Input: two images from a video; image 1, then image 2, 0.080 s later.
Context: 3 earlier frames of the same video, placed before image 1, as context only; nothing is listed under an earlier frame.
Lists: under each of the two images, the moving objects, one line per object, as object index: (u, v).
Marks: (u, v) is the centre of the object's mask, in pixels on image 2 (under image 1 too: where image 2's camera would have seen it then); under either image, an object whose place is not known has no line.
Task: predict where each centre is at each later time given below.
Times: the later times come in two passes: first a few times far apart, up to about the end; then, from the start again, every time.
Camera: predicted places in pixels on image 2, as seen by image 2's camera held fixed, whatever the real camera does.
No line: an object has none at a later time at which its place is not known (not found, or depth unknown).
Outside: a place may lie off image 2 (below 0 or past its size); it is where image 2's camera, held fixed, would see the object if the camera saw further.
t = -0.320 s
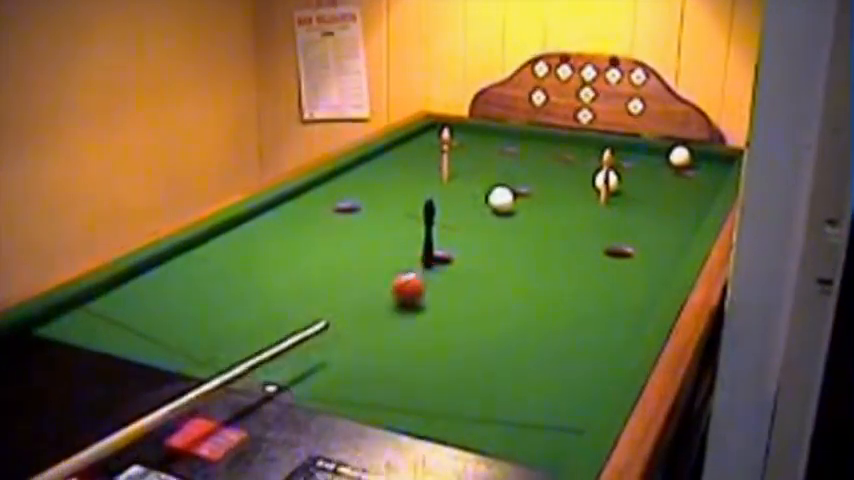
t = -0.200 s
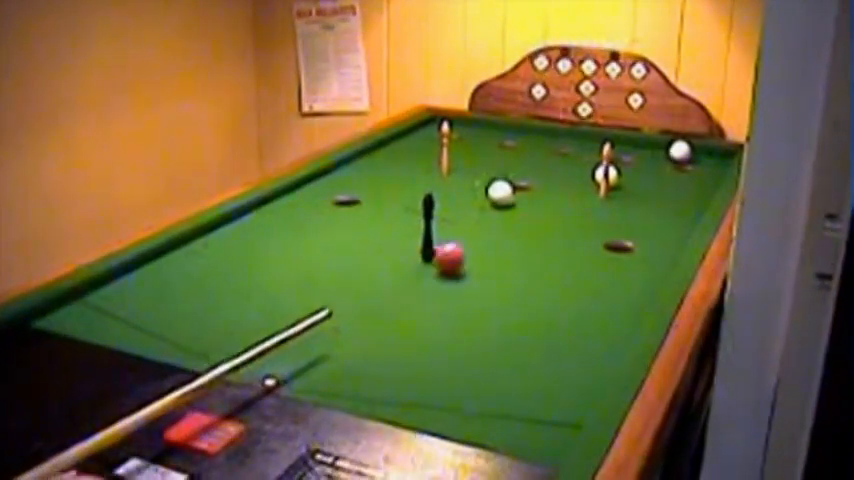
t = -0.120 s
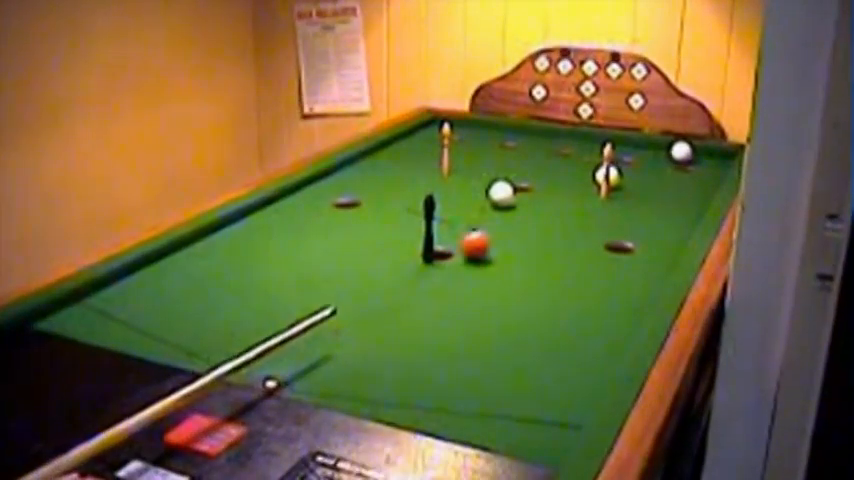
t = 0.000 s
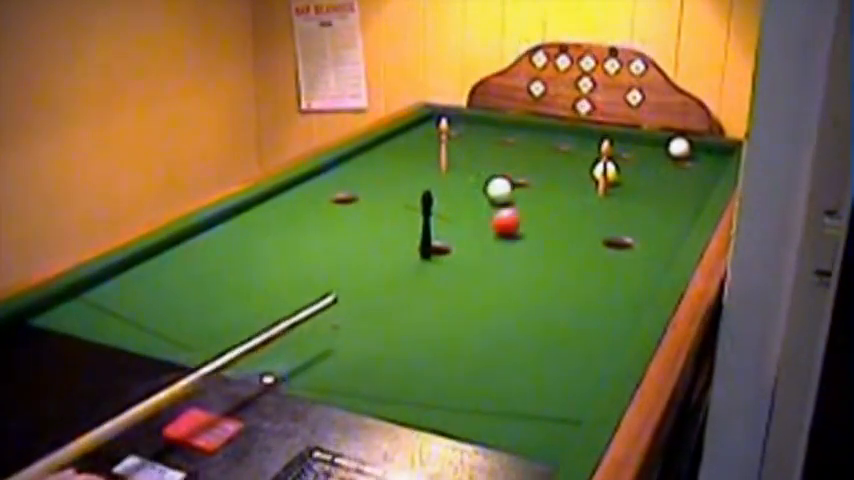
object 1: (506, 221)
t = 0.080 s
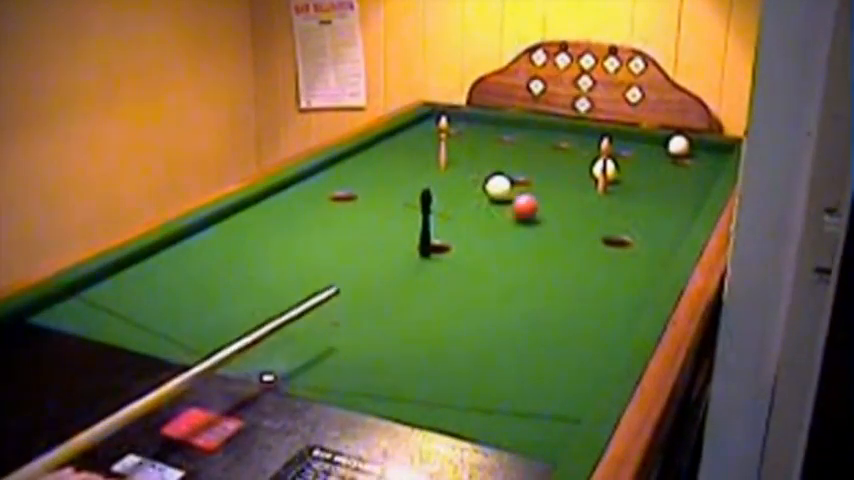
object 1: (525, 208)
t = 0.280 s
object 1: (567, 183)
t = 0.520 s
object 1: (576, 164)
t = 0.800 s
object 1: (564, 148)
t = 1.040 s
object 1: (557, 139)
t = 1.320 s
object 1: (592, 132)
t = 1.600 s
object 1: (616, 135)
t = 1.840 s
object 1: (630, 139)
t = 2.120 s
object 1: (641, 146)
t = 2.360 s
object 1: (646, 149)
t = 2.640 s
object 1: (652, 154)
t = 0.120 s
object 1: (534, 203)
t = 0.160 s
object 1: (543, 198)
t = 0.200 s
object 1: (551, 193)
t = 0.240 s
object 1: (560, 187)
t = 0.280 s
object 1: (567, 183)
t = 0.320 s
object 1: (574, 180)
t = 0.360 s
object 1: (581, 176)
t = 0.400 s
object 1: (582, 171)
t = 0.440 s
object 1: (580, 169)
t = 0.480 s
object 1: (577, 166)
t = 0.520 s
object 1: (576, 164)
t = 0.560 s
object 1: (575, 162)
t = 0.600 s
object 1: (573, 160)
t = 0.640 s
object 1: (572, 158)
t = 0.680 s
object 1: (569, 156)
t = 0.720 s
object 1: (568, 153)
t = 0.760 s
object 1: (565, 149)
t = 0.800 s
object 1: (564, 148)
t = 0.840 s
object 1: (563, 145)
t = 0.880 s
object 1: (561, 144)
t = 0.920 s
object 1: (560, 142)
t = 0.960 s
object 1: (559, 140)
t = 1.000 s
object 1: (557, 139)
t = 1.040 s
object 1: (557, 139)
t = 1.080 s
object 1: (559, 138)
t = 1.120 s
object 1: (565, 136)
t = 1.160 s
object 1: (572, 134)
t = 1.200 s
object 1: (577, 134)
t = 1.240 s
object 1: (582, 133)
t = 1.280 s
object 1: (587, 133)
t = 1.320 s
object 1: (592, 132)
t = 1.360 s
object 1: (597, 132)
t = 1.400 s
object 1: (601, 131)
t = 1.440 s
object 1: (606, 131)
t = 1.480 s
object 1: (608, 131)
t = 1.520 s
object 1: (611, 133)
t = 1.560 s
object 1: (614, 134)
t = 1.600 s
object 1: (616, 135)
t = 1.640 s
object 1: (619, 136)
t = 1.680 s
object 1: (620, 137)
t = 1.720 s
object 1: (624, 137)
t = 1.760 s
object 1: (626, 137)
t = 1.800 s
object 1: (628, 138)
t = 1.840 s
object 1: (630, 139)
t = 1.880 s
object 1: (632, 141)
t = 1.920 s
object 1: (634, 142)
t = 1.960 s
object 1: (636, 142)
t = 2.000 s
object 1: (637, 143)
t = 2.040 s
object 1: (639, 144)
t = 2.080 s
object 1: (640, 145)
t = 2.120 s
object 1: (641, 146)
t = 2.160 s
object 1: (642, 147)
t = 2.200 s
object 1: (642, 148)
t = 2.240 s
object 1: (643, 148)
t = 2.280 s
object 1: (644, 149)
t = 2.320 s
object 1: (645, 149)
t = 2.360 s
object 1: (646, 149)
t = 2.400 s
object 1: (646, 150)
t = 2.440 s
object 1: (647, 150)
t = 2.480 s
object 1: (648, 151)
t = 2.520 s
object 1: (649, 152)
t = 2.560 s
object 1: (650, 152)
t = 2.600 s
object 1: (651, 153)
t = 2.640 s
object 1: (652, 154)
